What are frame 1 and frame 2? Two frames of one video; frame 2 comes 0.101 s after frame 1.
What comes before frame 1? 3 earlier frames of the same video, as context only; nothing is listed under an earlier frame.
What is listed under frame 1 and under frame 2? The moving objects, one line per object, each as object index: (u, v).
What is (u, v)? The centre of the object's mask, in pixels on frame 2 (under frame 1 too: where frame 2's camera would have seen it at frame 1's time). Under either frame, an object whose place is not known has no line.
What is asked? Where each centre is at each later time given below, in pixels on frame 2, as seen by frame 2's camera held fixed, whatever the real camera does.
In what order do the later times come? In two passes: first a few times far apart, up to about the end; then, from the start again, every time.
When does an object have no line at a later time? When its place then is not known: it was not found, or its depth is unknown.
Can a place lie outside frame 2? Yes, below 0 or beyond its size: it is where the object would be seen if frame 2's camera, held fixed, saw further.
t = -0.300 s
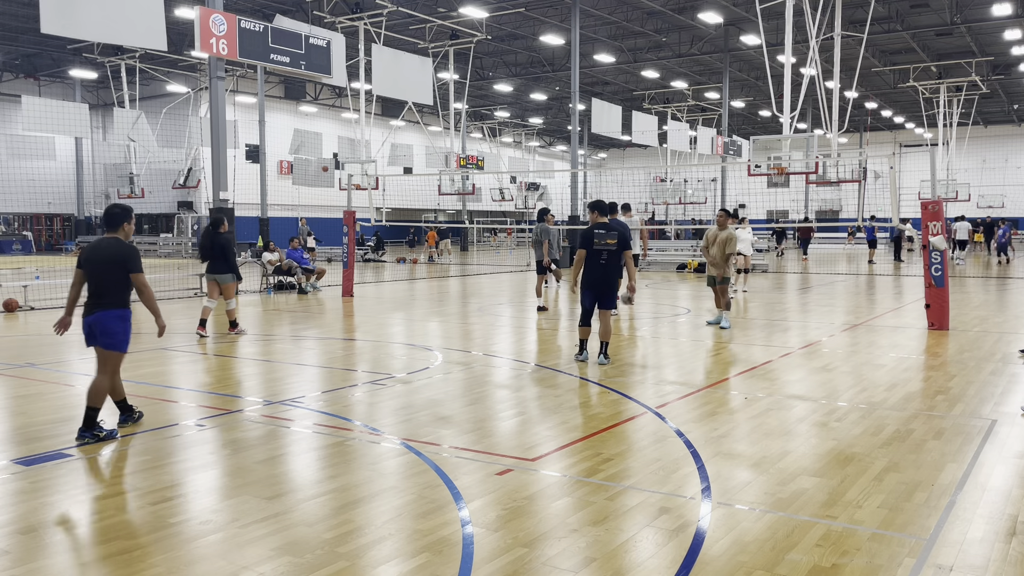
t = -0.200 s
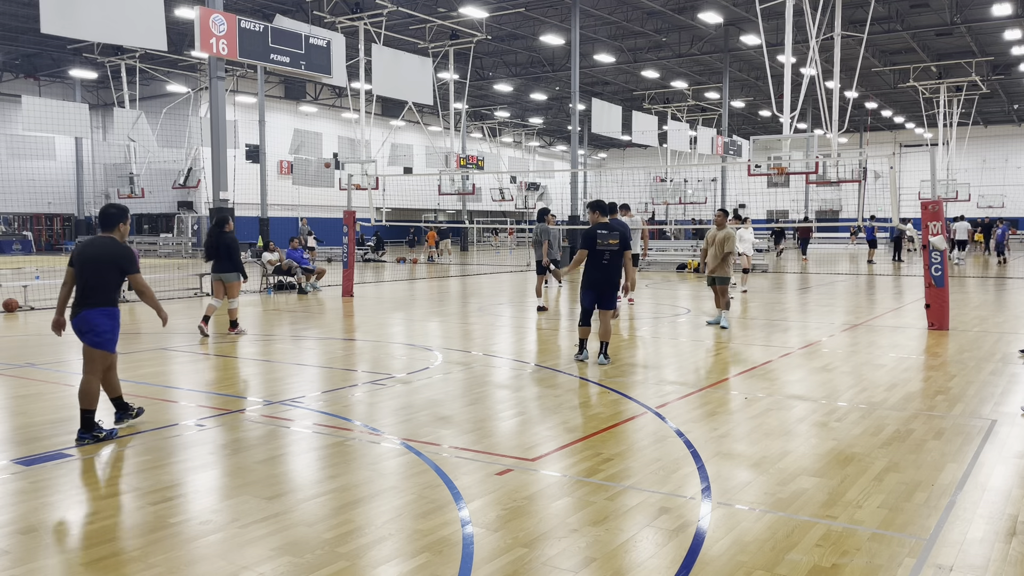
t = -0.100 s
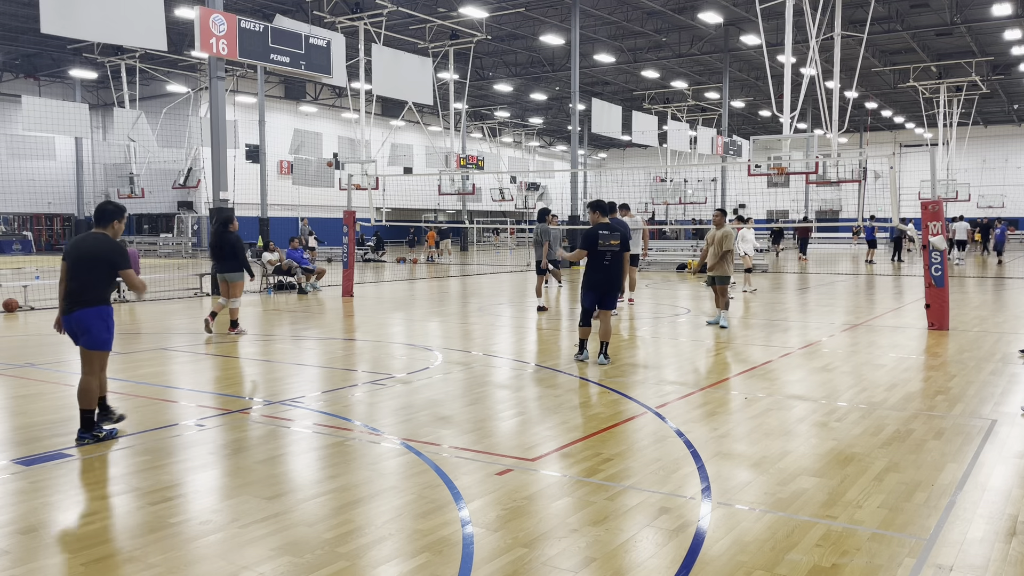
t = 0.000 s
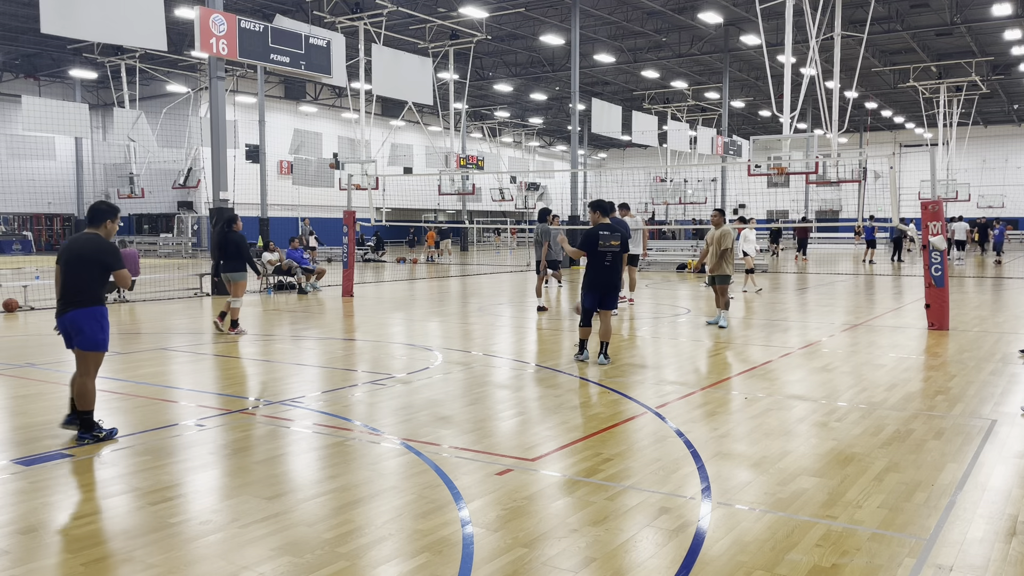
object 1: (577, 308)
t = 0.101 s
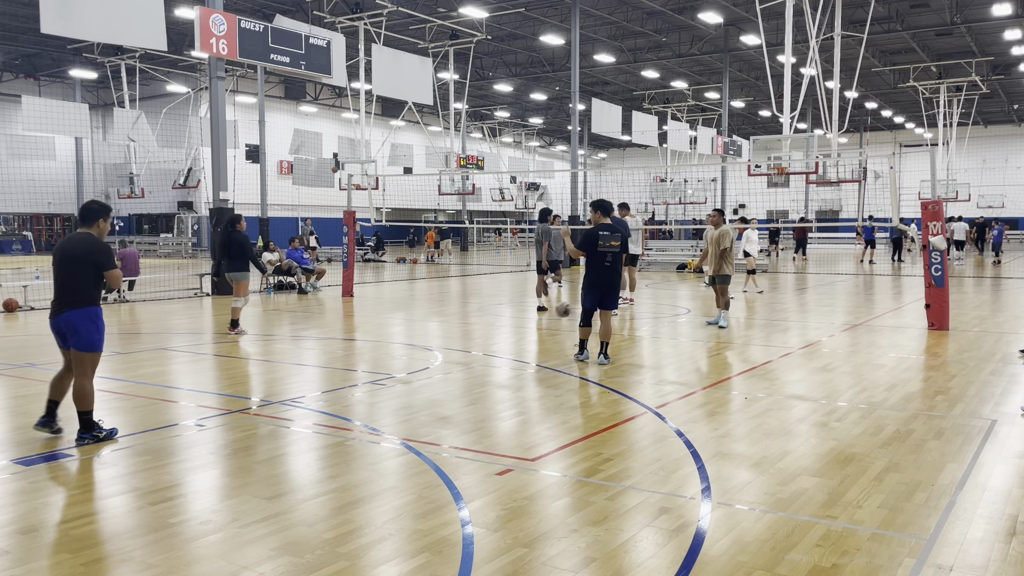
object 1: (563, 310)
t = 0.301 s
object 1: (526, 332)
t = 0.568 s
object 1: (469, 335)
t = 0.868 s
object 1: (392, 351)
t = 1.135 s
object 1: (307, 368)
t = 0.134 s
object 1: (557, 312)
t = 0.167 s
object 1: (551, 315)
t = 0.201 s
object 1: (545, 319)
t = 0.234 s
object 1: (538, 325)
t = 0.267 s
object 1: (532, 331)
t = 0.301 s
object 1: (526, 332)
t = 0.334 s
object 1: (520, 329)
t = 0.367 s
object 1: (512, 328)
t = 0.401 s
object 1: (506, 326)
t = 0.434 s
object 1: (498, 326)
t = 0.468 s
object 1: (491, 327)
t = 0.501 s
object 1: (484, 329)
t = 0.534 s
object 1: (477, 331)
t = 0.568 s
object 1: (469, 335)
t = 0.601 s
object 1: (462, 340)
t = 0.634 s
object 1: (453, 346)
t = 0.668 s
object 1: (445, 348)
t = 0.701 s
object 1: (438, 346)
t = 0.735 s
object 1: (428, 345)
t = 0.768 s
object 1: (420, 345)
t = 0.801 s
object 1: (411, 346)
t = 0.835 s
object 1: (402, 348)
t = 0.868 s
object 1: (392, 351)
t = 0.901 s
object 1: (383, 356)
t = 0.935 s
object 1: (373, 362)
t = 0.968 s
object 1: (363, 364)
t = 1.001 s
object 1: (352, 363)
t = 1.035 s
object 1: (341, 362)
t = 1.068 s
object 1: (330, 363)
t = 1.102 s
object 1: (319, 365)
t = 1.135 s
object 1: (307, 368)
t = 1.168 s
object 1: (295, 373)
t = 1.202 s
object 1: (283, 380)
